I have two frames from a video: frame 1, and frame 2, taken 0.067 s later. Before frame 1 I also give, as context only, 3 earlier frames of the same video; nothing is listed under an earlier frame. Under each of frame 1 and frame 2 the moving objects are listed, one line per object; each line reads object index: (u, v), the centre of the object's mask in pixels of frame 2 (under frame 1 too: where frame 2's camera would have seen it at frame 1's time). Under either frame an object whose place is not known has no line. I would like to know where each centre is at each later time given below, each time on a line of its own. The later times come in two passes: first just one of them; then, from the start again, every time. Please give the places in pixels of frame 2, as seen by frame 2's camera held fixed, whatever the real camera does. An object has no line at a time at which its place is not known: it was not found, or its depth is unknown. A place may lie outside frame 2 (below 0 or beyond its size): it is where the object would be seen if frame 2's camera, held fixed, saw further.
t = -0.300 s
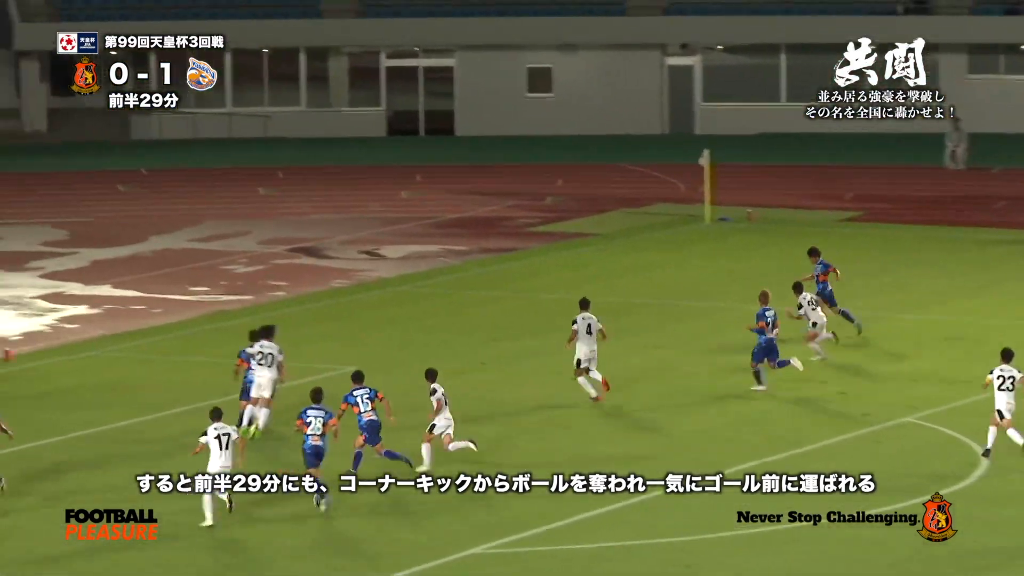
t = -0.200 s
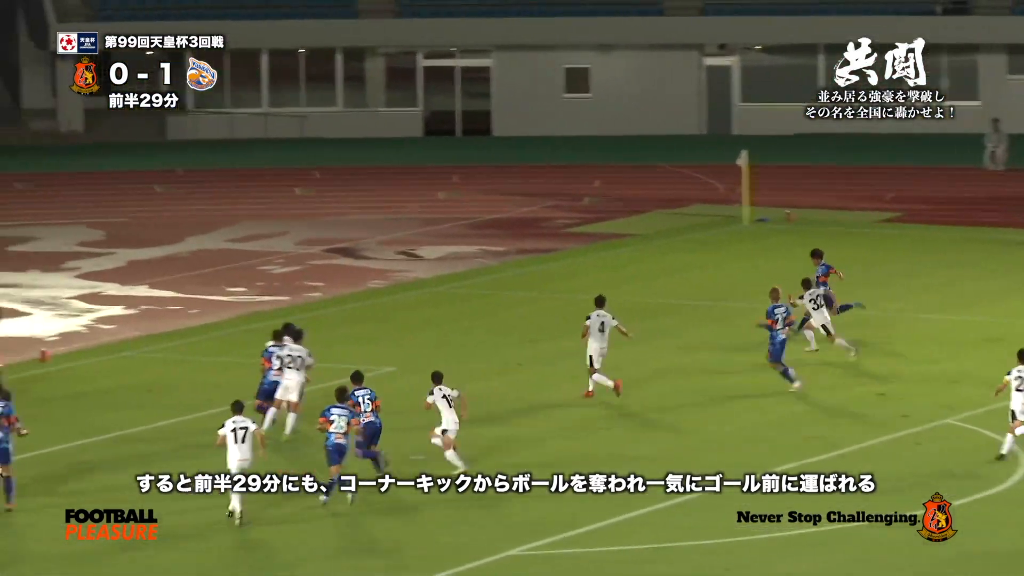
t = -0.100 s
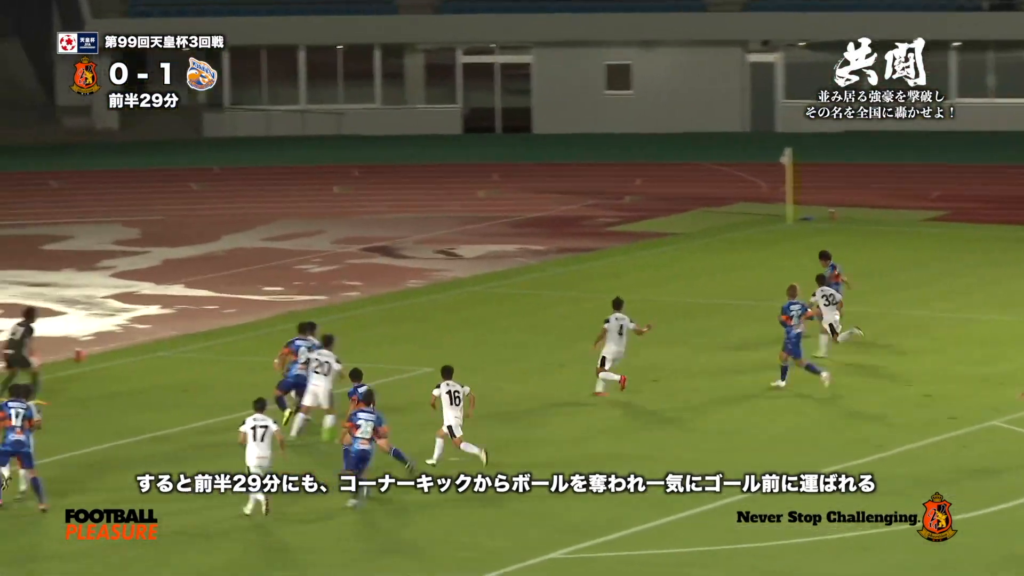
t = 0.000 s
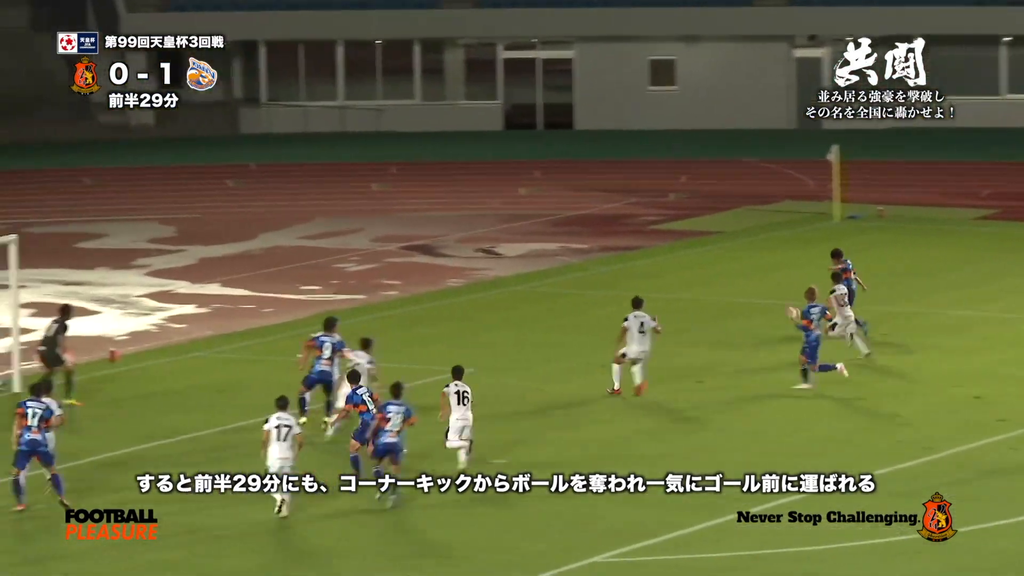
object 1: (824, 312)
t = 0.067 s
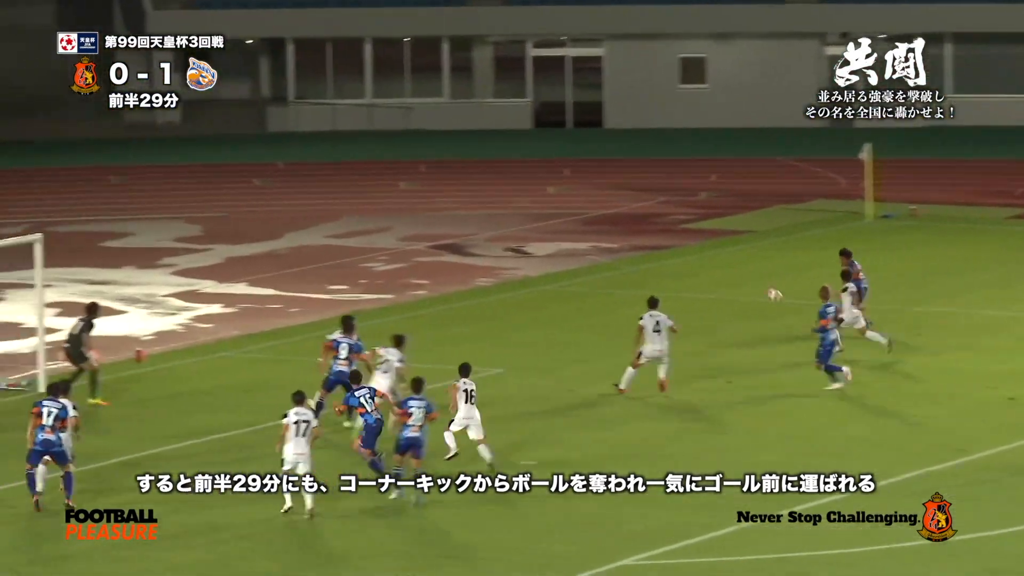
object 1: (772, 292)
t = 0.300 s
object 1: (599, 249)
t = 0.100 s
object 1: (747, 283)
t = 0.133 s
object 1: (722, 276)
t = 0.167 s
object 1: (696, 268)
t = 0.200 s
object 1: (670, 263)
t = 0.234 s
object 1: (647, 258)
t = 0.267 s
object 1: (623, 254)
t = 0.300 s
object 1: (599, 249)
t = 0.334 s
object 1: (575, 245)
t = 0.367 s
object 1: (550, 243)
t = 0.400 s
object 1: (528, 242)
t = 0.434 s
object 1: (505, 239)
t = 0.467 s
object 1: (481, 238)
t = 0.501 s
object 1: (456, 238)
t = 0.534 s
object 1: (435, 241)
